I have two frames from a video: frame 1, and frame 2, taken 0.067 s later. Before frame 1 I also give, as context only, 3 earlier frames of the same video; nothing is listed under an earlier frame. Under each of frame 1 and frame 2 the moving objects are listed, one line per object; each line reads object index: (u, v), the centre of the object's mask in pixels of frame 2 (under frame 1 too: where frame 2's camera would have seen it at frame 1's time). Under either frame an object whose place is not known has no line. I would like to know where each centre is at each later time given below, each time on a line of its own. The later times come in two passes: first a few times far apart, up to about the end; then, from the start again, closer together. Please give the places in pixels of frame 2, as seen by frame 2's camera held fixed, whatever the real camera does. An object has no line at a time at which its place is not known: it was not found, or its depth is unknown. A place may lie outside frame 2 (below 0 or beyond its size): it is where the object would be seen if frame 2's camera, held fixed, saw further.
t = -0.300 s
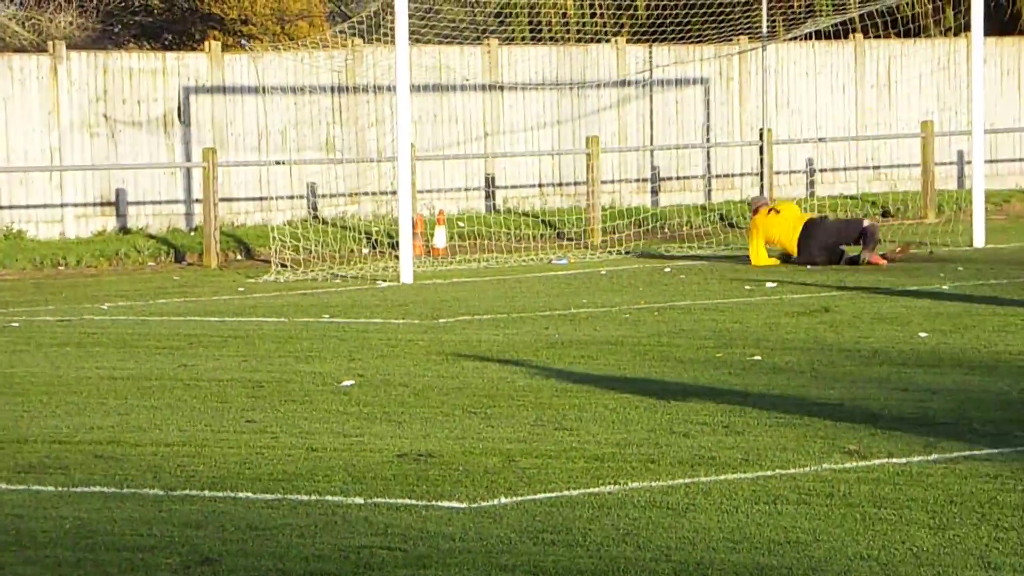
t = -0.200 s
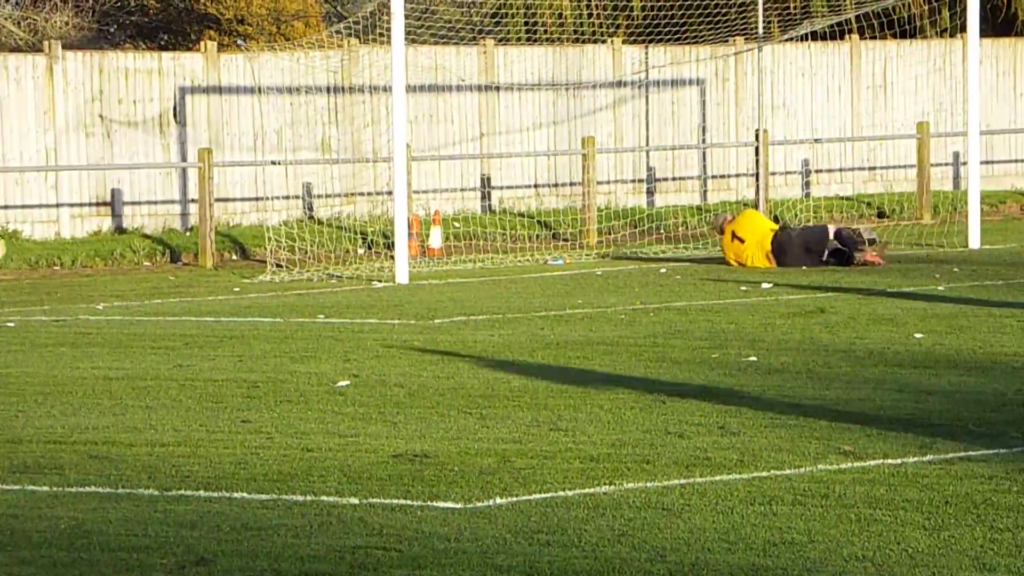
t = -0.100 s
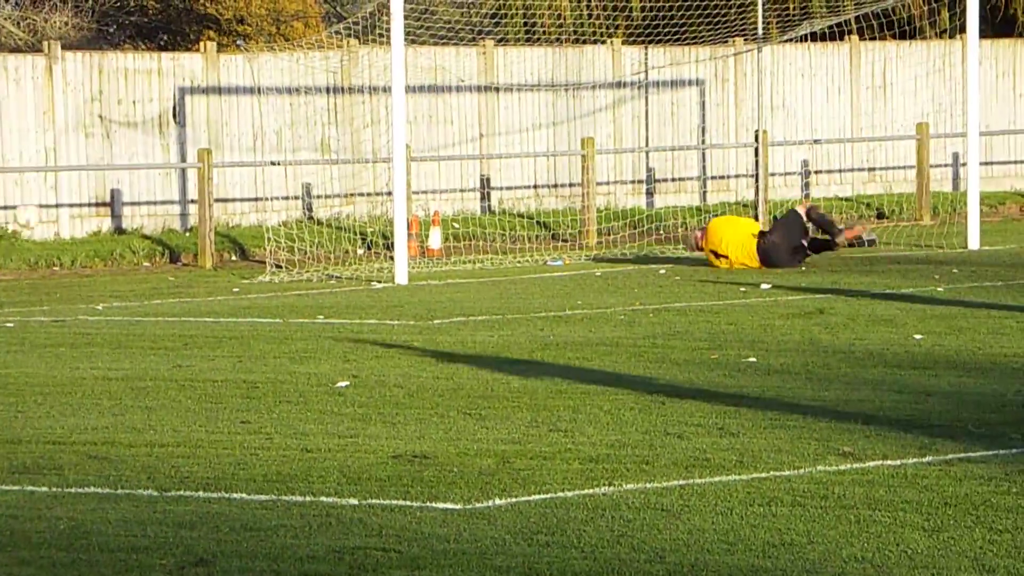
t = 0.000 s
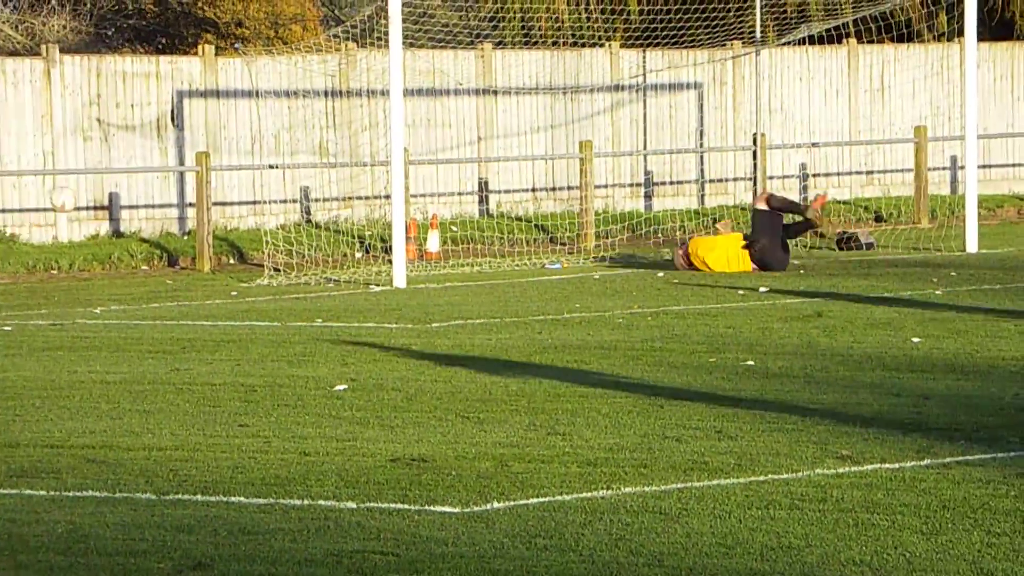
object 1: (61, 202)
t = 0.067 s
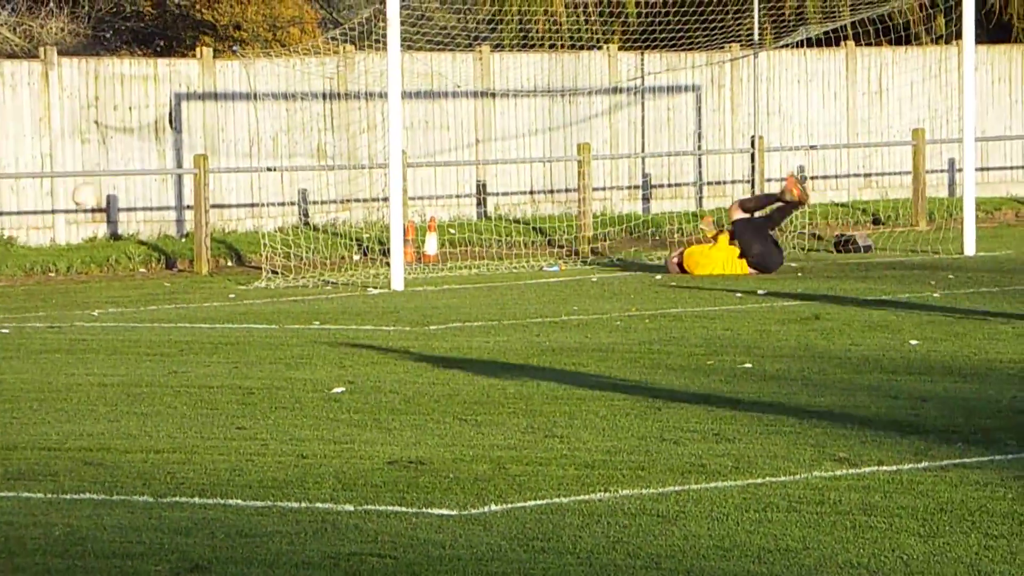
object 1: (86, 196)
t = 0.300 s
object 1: (177, 221)
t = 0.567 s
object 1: (276, 274)
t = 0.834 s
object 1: (367, 242)
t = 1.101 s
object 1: (461, 297)
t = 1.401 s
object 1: (571, 287)
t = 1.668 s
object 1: (677, 297)
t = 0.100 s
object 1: (99, 195)
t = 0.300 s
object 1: (177, 221)
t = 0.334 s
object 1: (189, 228)
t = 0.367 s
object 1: (202, 241)
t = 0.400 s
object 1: (217, 253)
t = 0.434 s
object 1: (229, 267)
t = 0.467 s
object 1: (241, 283)
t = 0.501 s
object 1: (255, 294)
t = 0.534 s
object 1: (266, 284)
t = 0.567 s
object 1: (276, 274)
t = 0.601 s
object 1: (287, 264)
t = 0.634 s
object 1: (299, 257)
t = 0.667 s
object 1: (310, 252)
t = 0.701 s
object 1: (321, 246)
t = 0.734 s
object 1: (333, 242)
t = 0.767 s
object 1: (344, 242)
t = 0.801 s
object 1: (355, 242)
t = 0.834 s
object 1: (367, 242)
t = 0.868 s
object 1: (378, 247)
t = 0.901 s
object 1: (390, 252)
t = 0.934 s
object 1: (401, 256)
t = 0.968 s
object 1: (413, 264)
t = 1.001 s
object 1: (425, 275)
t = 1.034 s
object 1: (436, 285)
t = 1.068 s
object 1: (448, 298)
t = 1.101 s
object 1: (461, 297)
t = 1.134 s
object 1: (472, 290)
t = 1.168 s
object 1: (485, 283)
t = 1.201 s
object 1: (497, 280)
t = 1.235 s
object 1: (509, 277)
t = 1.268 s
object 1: (521, 276)
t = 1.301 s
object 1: (534, 276)
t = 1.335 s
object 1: (546, 278)
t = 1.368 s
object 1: (559, 282)
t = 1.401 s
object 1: (571, 287)
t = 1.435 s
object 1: (584, 293)
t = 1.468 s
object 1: (597, 302)
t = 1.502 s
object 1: (610, 306)
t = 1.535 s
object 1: (623, 301)
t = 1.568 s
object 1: (636, 297)
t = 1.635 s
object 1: (664, 295)
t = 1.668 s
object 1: (677, 297)
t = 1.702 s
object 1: (692, 299)
